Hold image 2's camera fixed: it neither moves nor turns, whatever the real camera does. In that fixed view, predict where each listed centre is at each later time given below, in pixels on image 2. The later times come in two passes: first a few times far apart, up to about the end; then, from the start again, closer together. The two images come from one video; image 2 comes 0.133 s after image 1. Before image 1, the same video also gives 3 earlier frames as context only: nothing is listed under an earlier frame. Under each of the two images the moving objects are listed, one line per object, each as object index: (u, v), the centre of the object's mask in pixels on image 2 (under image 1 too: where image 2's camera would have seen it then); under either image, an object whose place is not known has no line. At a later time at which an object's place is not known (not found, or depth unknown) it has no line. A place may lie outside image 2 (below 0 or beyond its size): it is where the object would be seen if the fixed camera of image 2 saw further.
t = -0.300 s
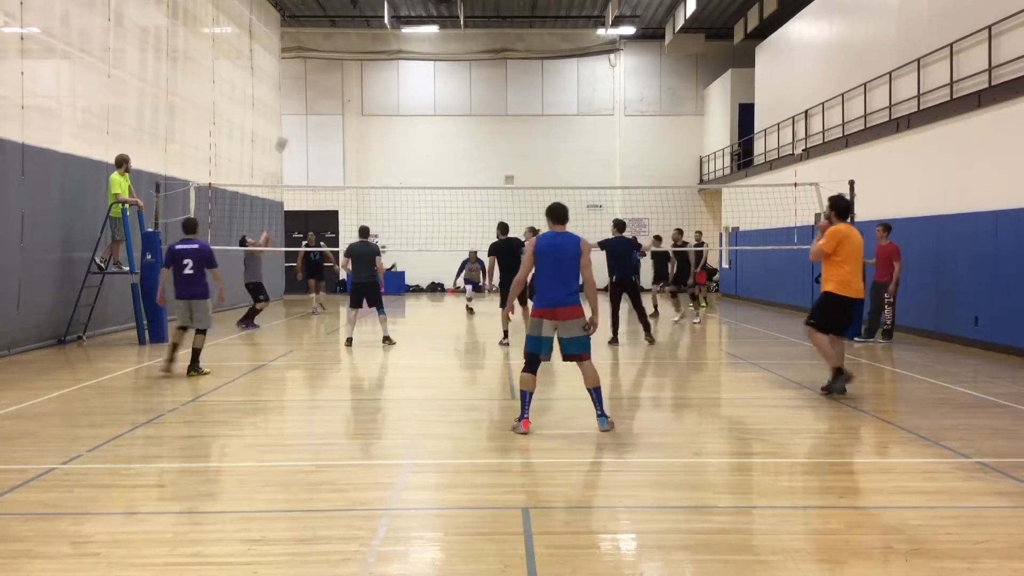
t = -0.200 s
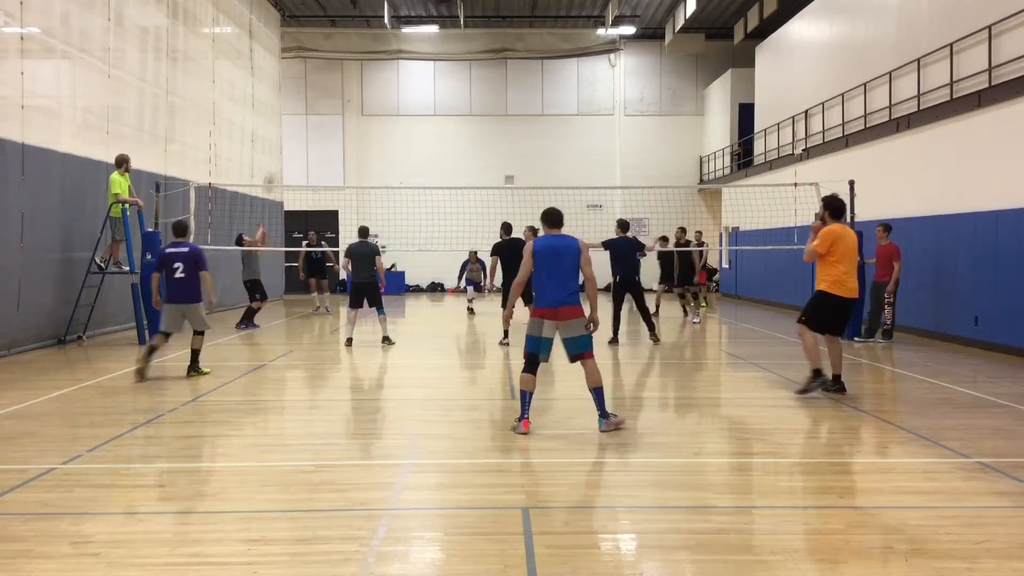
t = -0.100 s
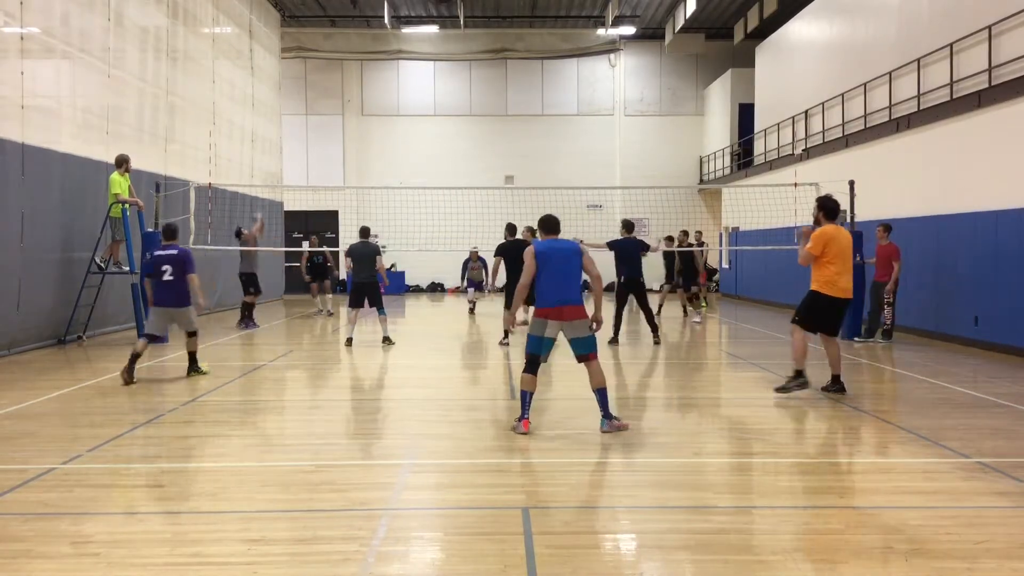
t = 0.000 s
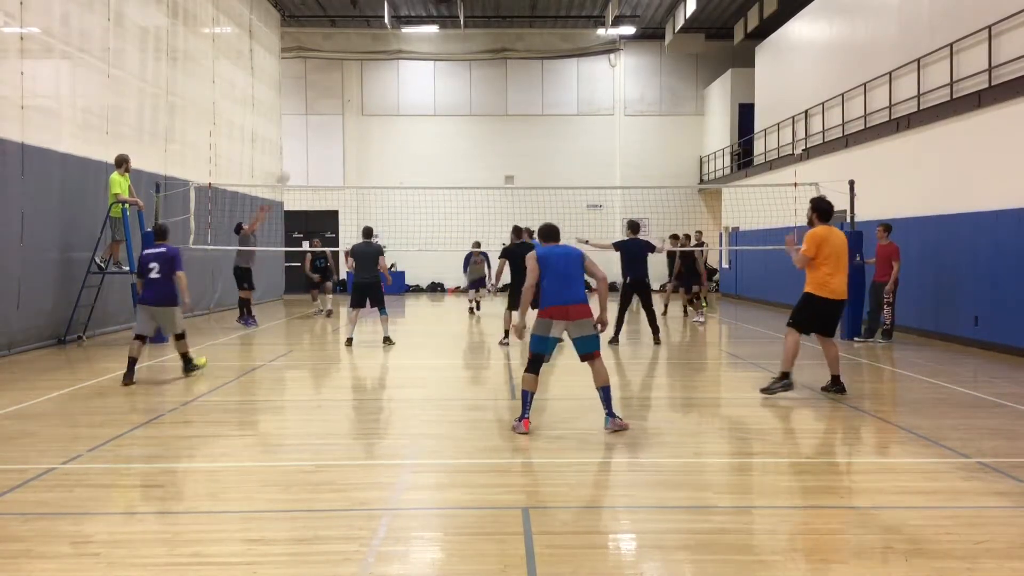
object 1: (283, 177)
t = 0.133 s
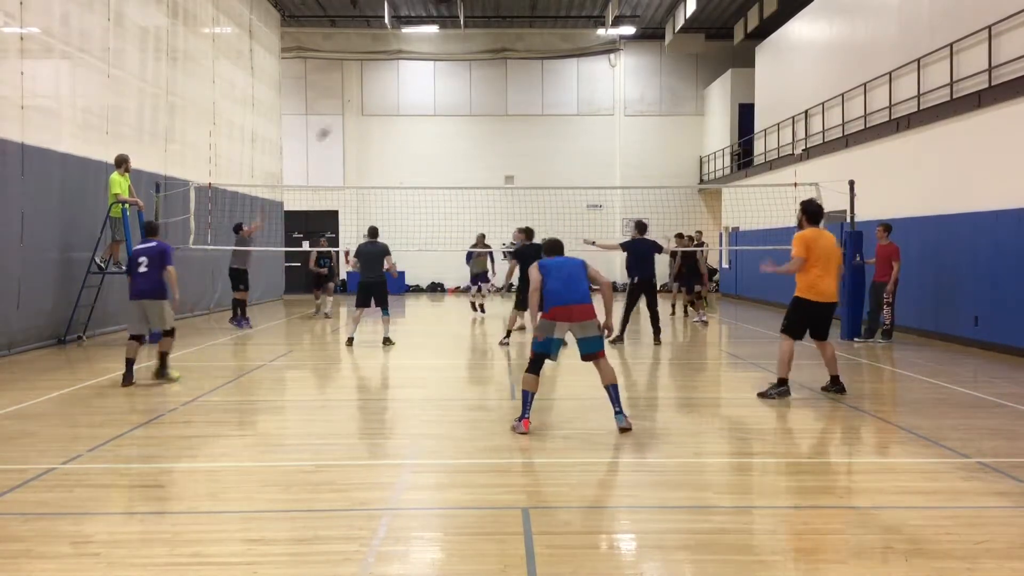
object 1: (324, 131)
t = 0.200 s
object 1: (345, 112)
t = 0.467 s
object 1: (422, 58)
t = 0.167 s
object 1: (334, 121)
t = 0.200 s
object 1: (345, 112)
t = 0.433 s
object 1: (413, 62)
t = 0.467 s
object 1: (422, 58)
